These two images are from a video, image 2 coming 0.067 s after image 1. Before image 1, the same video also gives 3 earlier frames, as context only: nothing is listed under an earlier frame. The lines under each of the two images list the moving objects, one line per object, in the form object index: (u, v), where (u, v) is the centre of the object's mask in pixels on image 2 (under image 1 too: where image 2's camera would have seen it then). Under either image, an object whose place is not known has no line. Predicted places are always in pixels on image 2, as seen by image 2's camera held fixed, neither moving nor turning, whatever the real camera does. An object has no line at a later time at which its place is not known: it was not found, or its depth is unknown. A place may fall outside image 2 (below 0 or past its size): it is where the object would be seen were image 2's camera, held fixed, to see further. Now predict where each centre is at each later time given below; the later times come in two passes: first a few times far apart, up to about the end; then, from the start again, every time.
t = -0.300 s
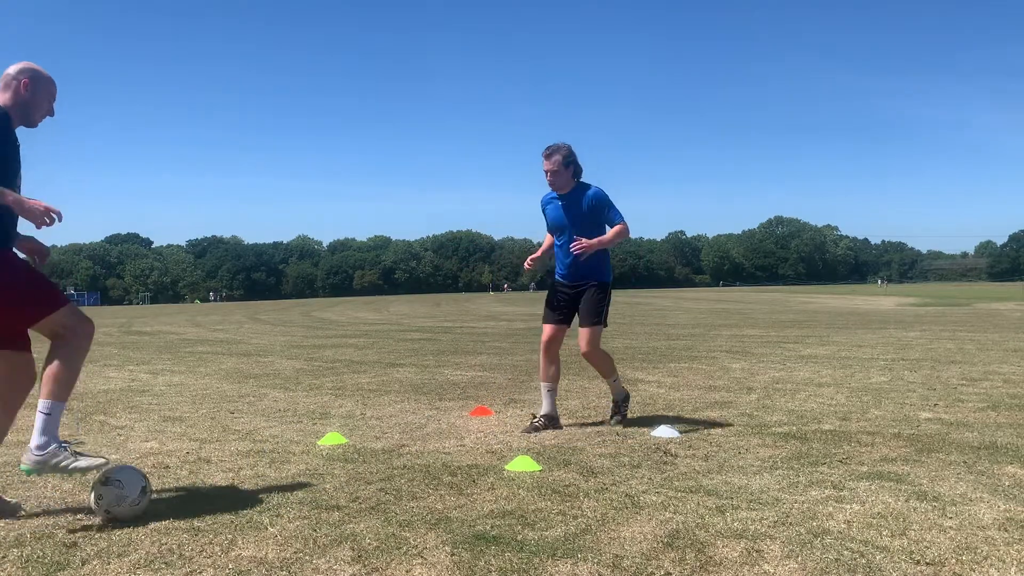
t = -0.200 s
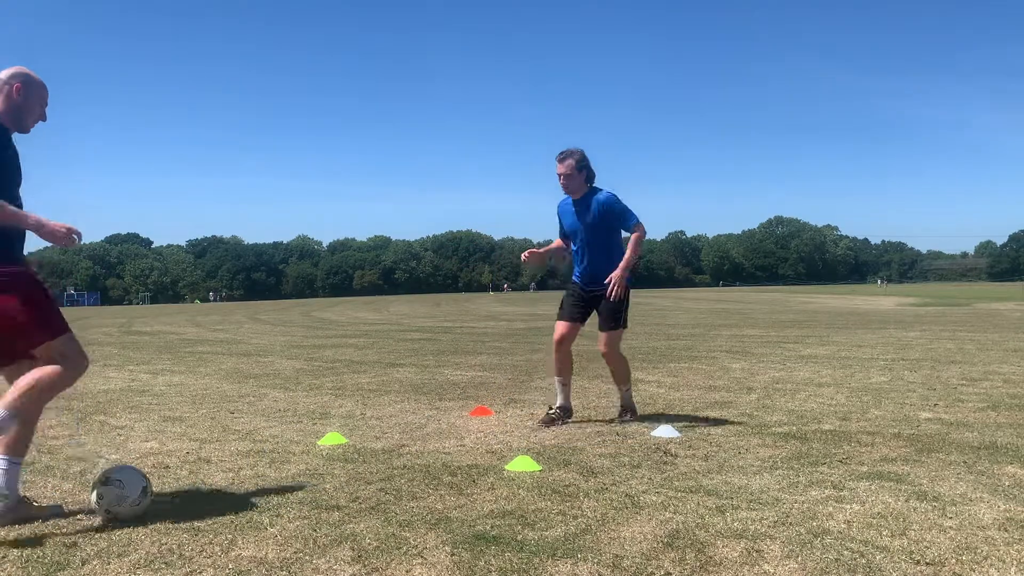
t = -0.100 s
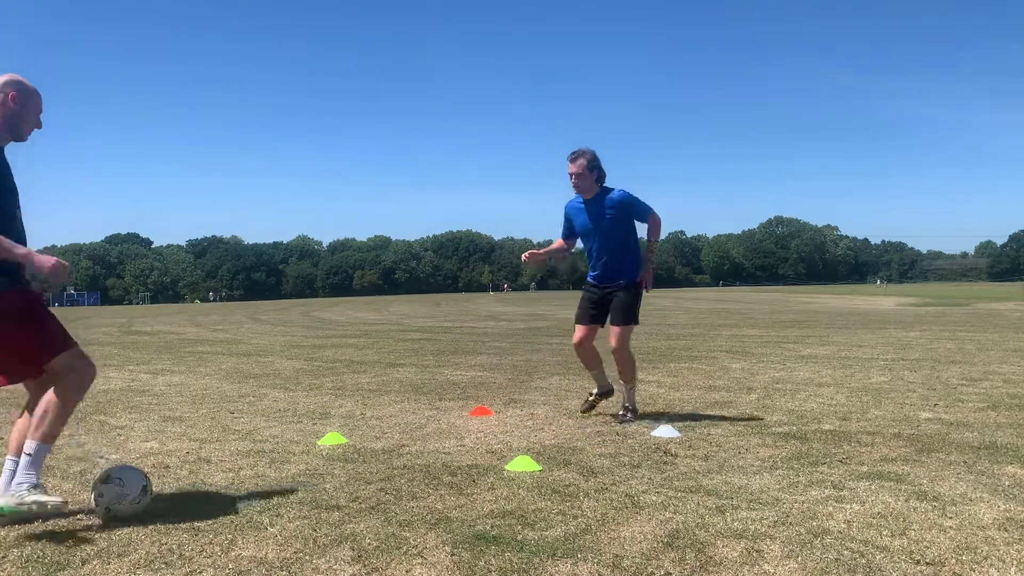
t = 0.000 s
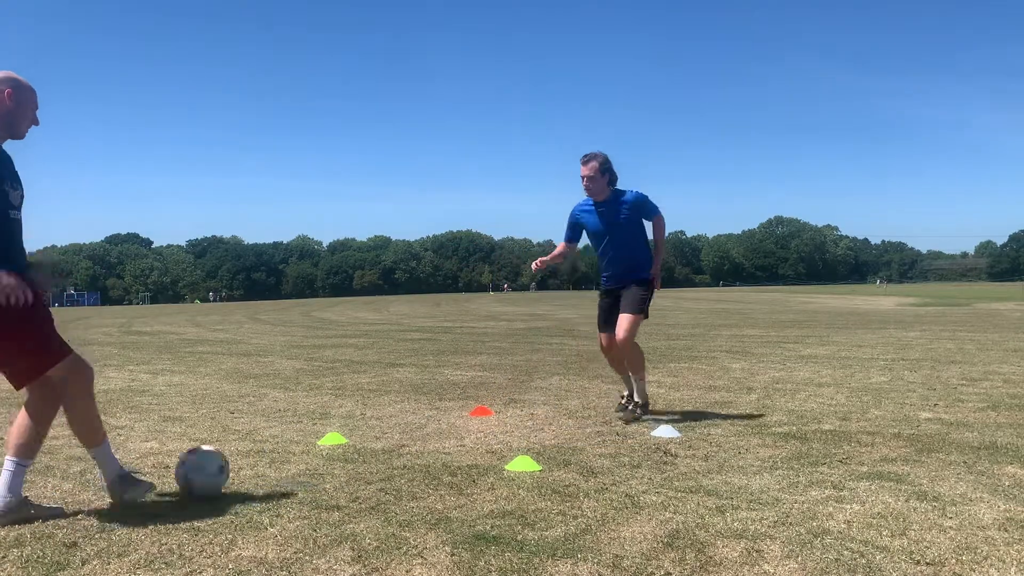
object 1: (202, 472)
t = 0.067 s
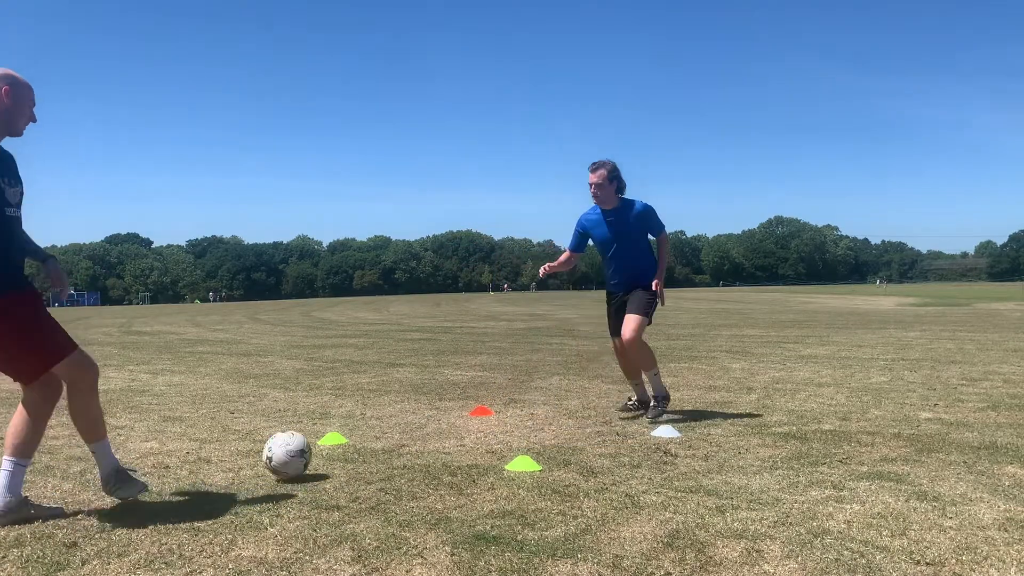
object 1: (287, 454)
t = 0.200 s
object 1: (413, 433)
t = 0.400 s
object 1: (528, 411)
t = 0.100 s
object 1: (325, 450)
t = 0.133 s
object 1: (358, 444)
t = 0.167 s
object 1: (386, 437)
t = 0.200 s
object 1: (413, 433)
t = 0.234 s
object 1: (437, 428)
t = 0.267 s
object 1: (458, 422)
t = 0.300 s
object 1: (477, 417)
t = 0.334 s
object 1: (496, 416)
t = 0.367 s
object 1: (513, 414)
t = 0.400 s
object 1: (528, 411)
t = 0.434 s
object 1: (541, 404)
